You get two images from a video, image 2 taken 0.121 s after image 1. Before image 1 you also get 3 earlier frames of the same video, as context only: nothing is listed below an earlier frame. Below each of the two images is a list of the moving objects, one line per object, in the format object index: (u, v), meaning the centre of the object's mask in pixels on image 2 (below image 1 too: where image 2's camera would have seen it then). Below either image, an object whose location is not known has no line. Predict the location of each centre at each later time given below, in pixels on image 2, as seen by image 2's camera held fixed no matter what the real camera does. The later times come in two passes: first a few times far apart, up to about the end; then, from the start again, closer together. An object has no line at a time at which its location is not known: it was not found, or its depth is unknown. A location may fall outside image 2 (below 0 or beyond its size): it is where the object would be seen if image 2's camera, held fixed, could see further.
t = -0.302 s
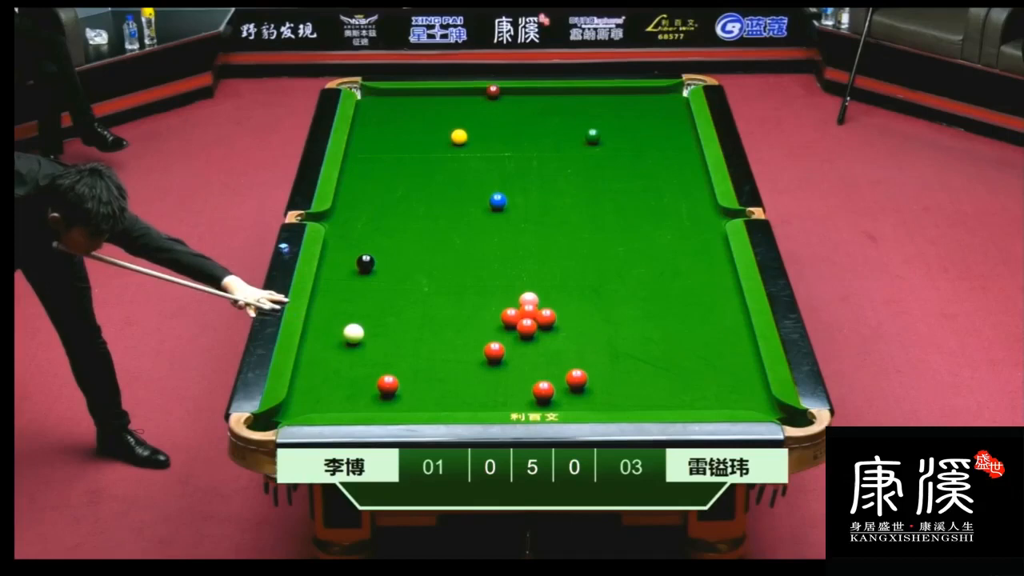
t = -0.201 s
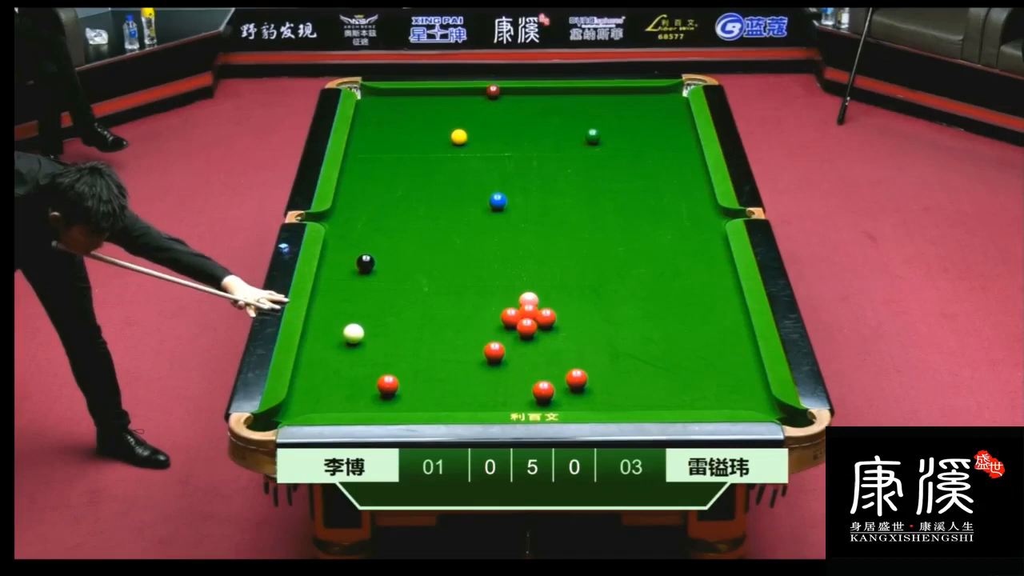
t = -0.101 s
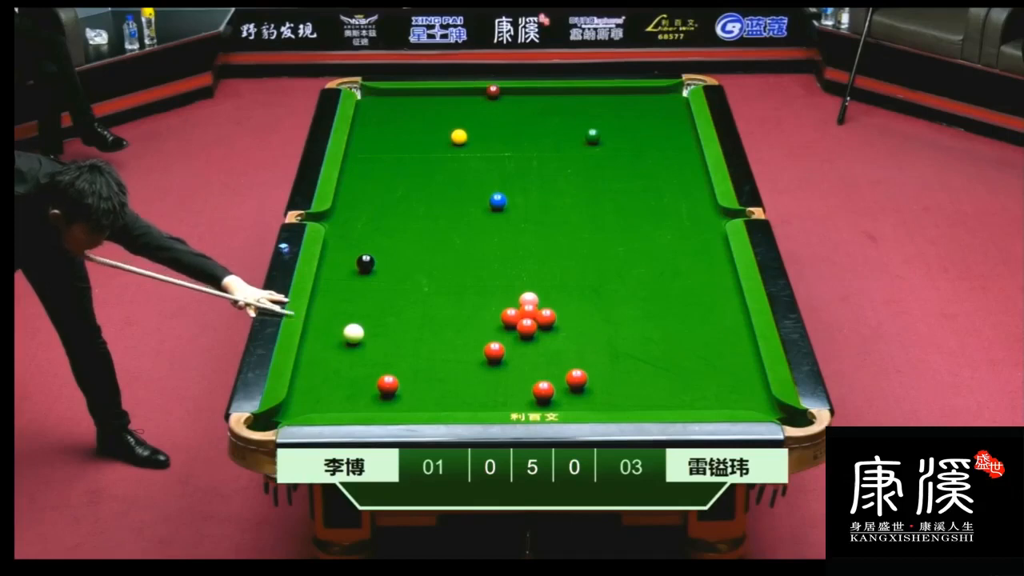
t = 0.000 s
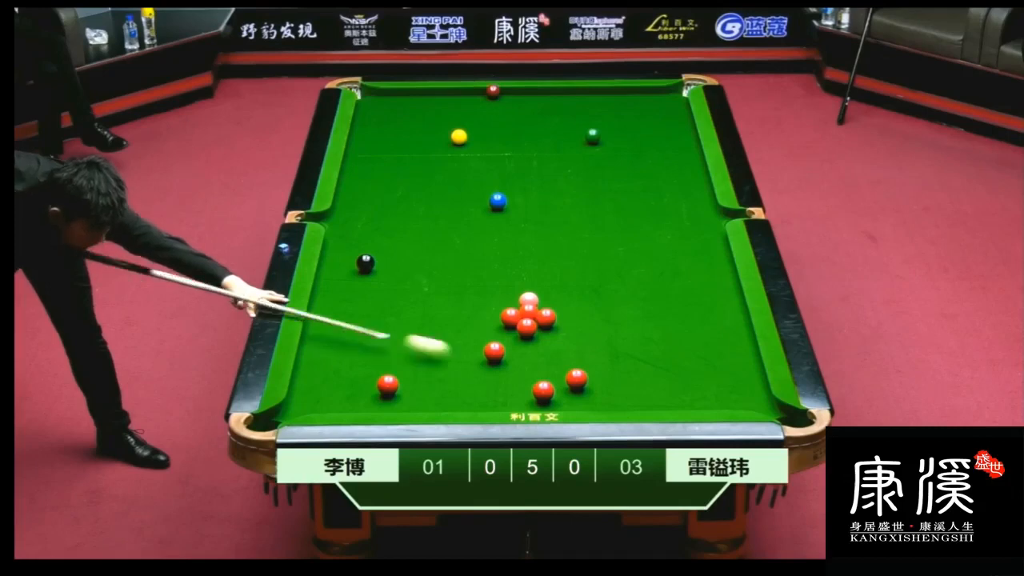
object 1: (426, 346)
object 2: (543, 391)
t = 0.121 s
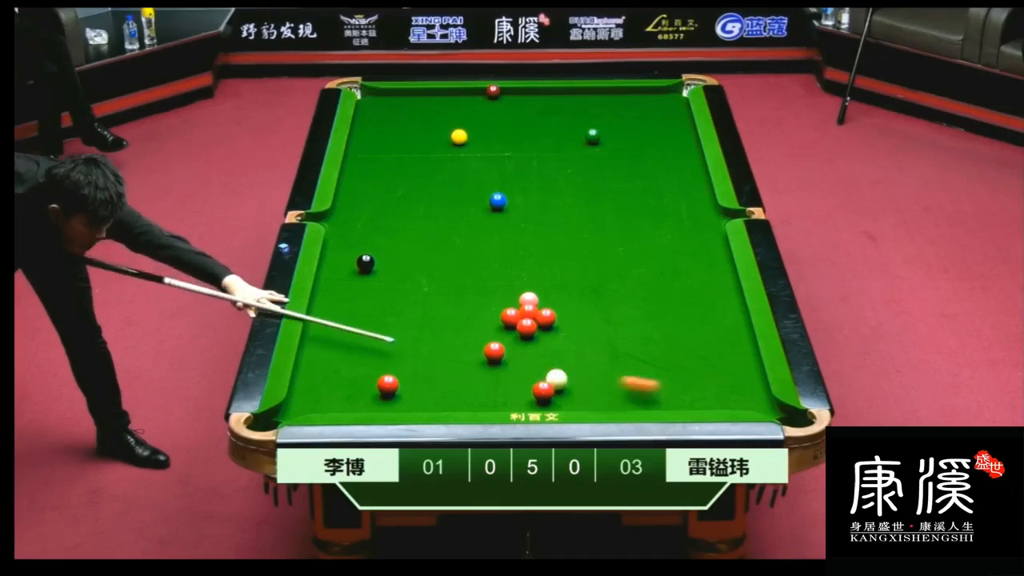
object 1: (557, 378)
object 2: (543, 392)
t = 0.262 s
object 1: (574, 389)
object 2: (536, 395)
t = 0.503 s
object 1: (644, 403)
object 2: (520, 403)
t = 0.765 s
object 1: (728, 391)
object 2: (507, 404)
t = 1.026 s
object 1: (715, 379)
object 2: (498, 401)
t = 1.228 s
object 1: (669, 369)
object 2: (491, 397)
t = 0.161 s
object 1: (558, 382)
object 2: (542, 392)
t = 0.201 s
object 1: (563, 386)
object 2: (539, 393)
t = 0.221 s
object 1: (567, 387)
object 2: (538, 394)
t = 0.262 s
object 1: (574, 389)
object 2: (536, 395)
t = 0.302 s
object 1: (583, 392)
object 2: (533, 397)
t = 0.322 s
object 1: (588, 394)
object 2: (532, 397)
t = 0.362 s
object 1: (598, 397)
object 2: (529, 399)
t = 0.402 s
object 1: (610, 400)
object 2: (527, 400)
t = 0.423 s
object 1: (617, 401)
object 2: (525, 401)
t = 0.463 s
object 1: (631, 403)
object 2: (523, 402)
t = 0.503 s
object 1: (644, 403)
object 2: (520, 403)
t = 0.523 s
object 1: (650, 402)
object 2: (519, 403)
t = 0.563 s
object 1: (661, 400)
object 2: (517, 404)
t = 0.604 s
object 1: (674, 398)
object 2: (515, 405)
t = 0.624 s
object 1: (681, 397)
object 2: (513, 405)
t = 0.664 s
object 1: (694, 396)
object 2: (511, 405)
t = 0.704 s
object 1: (708, 394)
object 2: (510, 405)
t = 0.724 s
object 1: (715, 393)
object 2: (509, 404)
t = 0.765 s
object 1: (728, 391)
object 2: (507, 404)
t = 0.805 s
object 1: (742, 389)
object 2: (506, 404)
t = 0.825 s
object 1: (748, 388)
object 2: (505, 404)
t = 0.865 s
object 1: (757, 387)
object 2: (503, 403)
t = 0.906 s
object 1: (745, 384)
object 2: (502, 403)
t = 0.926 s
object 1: (739, 383)
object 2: (501, 402)
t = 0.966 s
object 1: (729, 381)
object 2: (500, 402)
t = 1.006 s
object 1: (719, 379)
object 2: (498, 402)
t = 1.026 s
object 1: (715, 379)
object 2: (498, 401)
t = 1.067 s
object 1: (705, 377)
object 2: (496, 401)
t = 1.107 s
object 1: (696, 375)
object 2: (495, 400)
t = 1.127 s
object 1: (691, 374)
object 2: (495, 400)
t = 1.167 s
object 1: (682, 372)
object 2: (493, 398)
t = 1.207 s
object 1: (673, 370)
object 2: (492, 398)
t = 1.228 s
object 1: (669, 369)
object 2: (491, 397)
